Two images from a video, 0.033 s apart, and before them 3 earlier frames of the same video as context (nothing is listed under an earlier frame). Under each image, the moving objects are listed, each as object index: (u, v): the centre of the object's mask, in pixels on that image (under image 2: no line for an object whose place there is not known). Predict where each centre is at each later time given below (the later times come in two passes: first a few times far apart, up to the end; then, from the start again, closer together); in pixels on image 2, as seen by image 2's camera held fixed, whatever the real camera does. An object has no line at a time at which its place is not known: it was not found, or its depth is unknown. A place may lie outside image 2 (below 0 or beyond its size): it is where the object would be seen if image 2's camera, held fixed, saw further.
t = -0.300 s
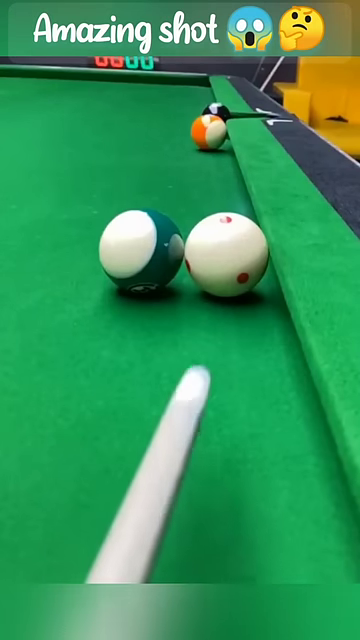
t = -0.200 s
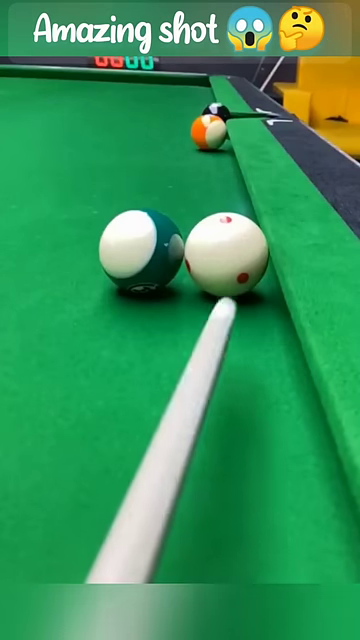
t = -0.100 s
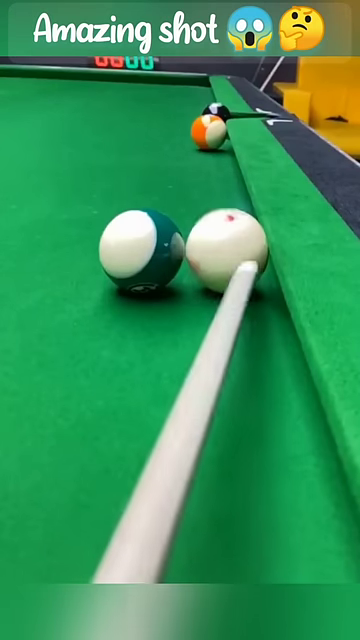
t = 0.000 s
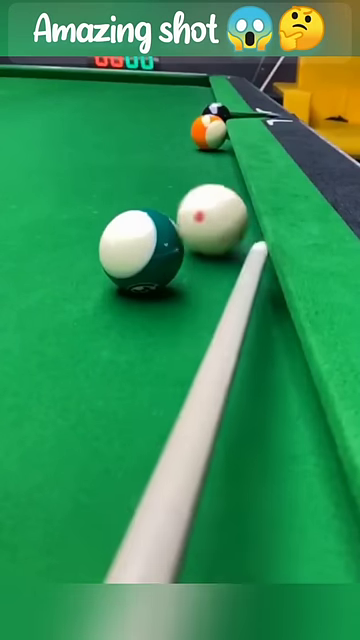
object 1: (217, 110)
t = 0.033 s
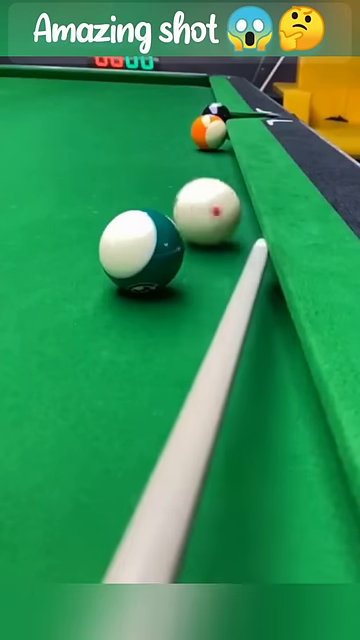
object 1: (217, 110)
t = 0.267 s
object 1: (217, 110)
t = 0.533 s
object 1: (217, 110)
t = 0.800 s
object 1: (217, 110)
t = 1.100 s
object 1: (217, 110)
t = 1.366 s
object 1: (217, 110)
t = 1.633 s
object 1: (217, 110)
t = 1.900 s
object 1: (217, 110)
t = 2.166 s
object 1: (217, 110)
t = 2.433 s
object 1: (217, 110)
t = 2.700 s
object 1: (217, 110)
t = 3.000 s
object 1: (217, 110)
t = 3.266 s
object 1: (217, 110)
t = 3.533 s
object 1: (217, 110)
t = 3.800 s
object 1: (217, 110)
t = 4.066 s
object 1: (217, 110)
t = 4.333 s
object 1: (217, 110)
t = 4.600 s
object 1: (217, 110)
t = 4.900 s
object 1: (217, 110)
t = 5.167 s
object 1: (217, 110)
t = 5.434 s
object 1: (217, 110)
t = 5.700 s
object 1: (217, 110)
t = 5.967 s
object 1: (217, 110)
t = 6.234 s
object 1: (217, 110)
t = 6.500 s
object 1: (217, 110)
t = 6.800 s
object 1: (217, 110)
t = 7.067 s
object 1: (217, 110)
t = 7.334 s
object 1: (217, 110)
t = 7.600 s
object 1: (217, 110)
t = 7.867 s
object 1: (217, 110)
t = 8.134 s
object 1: (217, 110)
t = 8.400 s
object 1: (226, 111)
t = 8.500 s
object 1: (230, 112)
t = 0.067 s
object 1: (217, 110)
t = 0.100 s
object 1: (217, 110)
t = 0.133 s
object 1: (217, 110)
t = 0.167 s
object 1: (217, 110)
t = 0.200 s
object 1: (217, 110)
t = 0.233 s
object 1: (217, 110)
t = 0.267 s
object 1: (217, 110)
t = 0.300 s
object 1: (217, 110)
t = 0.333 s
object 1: (217, 110)
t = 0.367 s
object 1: (217, 110)
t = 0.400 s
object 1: (217, 110)
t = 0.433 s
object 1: (217, 110)
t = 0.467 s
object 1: (217, 110)
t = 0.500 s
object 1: (217, 110)
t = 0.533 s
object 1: (217, 110)
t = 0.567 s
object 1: (217, 110)
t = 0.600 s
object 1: (217, 110)
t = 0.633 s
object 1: (217, 110)
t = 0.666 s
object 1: (217, 110)
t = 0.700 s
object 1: (217, 110)
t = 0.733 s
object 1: (217, 110)
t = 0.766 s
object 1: (217, 110)
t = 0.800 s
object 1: (217, 110)
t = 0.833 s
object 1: (217, 110)
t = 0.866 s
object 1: (217, 110)
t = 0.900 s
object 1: (217, 110)
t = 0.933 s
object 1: (217, 110)
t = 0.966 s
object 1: (217, 110)
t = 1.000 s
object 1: (217, 110)
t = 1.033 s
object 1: (217, 110)
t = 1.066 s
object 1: (217, 110)
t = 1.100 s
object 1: (217, 110)
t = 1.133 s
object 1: (217, 110)
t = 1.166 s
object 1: (217, 110)
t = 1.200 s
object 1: (217, 110)
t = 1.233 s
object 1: (217, 110)
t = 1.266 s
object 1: (217, 110)
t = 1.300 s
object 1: (217, 110)
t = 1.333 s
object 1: (217, 110)
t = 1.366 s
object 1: (217, 110)
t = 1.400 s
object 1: (217, 110)
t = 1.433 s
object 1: (217, 110)
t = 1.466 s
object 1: (217, 110)
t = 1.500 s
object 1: (217, 110)
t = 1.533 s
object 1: (217, 110)
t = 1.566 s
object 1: (217, 110)
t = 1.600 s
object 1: (217, 110)
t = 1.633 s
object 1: (217, 110)
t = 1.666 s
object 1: (217, 110)
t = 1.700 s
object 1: (217, 110)
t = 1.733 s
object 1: (217, 110)
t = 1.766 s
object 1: (217, 110)
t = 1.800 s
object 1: (217, 110)
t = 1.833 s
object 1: (217, 110)
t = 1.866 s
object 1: (217, 110)
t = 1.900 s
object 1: (217, 110)
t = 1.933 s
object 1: (217, 110)
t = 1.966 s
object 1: (217, 110)
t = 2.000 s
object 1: (217, 110)
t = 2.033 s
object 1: (217, 110)
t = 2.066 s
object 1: (217, 110)
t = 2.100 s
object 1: (217, 110)
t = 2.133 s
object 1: (217, 110)
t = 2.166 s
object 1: (217, 110)
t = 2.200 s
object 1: (217, 110)
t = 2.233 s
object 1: (217, 110)
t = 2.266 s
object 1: (217, 110)
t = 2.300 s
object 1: (217, 110)
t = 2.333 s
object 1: (217, 110)
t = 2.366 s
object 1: (217, 110)
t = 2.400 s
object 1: (217, 110)
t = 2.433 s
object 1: (217, 110)
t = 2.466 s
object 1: (217, 110)
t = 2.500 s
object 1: (217, 110)
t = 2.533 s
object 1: (217, 110)
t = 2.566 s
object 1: (217, 110)
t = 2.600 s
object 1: (217, 110)
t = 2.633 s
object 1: (217, 110)
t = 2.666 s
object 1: (217, 110)
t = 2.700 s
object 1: (217, 110)
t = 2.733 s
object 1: (217, 110)
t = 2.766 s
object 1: (217, 110)
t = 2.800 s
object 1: (217, 110)
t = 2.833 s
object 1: (217, 110)
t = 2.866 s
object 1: (217, 110)
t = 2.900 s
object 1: (217, 110)
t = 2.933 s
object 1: (217, 110)
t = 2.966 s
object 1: (217, 110)
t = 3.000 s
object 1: (217, 110)
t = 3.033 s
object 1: (217, 110)
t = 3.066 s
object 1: (217, 110)
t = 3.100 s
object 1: (217, 110)
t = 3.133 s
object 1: (217, 110)
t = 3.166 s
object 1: (217, 110)
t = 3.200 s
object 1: (217, 110)
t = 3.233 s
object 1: (217, 110)
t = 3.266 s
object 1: (217, 110)
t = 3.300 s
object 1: (217, 110)
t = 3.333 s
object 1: (217, 110)
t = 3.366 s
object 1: (217, 110)
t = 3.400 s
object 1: (217, 110)
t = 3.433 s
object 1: (217, 110)
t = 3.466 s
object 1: (217, 110)
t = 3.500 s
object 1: (217, 110)
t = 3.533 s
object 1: (217, 110)
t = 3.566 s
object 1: (217, 110)
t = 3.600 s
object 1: (217, 110)
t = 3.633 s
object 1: (217, 110)
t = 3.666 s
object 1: (217, 110)
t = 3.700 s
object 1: (217, 110)
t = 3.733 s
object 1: (217, 110)
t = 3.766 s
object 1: (217, 110)
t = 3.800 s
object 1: (217, 110)
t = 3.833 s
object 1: (217, 110)
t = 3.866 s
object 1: (217, 110)
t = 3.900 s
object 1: (217, 110)
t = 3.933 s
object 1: (217, 110)
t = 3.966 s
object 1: (217, 110)
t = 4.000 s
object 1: (217, 110)
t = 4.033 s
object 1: (217, 110)
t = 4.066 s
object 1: (217, 110)
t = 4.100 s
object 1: (217, 110)
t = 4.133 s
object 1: (217, 110)
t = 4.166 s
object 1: (217, 110)
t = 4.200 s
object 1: (217, 110)
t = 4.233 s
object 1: (217, 110)
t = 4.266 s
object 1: (217, 110)
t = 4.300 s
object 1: (217, 110)
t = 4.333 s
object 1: (217, 110)
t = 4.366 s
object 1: (217, 110)
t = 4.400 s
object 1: (217, 110)
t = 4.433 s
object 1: (217, 110)
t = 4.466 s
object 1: (217, 110)
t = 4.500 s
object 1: (217, 110)
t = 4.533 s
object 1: (217, 110)
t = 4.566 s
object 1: (217, 110)
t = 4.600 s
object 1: (217, 110)
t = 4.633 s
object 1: (217, 110)
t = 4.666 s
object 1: (217, 110)
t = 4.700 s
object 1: (217, 110)
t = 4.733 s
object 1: (217, 110)
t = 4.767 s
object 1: (217, 110)
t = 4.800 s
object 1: (217, 110)
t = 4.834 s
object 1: (217, 110)
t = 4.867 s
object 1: (217, 110)
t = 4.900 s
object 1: (217, 110)
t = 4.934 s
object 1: (217, 110)
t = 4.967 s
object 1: (217, 110)
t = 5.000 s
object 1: (217, 110)
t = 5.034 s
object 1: (217, 110)
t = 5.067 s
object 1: (217, 110)
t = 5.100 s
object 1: (217, 110)
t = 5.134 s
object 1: (217, 110)
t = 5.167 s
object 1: (217, 110)
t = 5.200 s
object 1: (217, 110)
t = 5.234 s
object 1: (217, 110)
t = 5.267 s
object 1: (217, 110)
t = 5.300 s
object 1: (217, 110)
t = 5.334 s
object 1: (217, 110)
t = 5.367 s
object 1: (217, 110)
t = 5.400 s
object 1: (217, 110)
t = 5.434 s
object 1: (217, 110)
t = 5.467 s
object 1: (217, 110)
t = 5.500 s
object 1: (217, 110)
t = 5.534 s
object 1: (217, 110)
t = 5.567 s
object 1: (217, 110)
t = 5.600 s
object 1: (217, 110)
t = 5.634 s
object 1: (217, 110)
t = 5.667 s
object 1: (217, 110)
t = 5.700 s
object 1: (217, 110)
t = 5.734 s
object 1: (217, 110)
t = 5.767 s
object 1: (217, 110)
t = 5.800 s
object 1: (217, 110)
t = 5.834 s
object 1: (217, 110)
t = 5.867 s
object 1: (217, 110)
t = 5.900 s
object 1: (217, 110)
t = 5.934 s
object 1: (217, 110)
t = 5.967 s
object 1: (217, 110)
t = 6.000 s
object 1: (217, 110)
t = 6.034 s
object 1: (217, 110)
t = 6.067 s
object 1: (217, 110)
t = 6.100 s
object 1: (217, 110)
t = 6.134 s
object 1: (217, 110)
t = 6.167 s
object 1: (217, 110)
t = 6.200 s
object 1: (217, 110)
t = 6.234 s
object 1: (217, 110)
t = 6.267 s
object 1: (217, 110)
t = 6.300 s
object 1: (217, 110)
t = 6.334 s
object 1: (217, 110)
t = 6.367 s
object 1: (217, 110)
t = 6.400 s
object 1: (217, 110)
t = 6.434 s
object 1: (217, 110)
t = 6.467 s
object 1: (217, 110)
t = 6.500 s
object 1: (217, 110)
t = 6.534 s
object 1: (217, 110)
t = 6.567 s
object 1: (217, 110)
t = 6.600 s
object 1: (217, 110)
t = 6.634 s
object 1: (217, 110)
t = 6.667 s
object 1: (217, 110)
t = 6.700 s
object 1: (217, 110)
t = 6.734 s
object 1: (217, 110)
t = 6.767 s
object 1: (217, 110)
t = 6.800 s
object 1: (217, 110)
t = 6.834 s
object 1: (217, 110)
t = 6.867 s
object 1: (217, 110)
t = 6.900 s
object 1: (217, 110)
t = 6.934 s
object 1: (217, 110)
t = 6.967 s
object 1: (217, 110)
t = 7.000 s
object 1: (217, 110)
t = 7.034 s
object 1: (217, 110)
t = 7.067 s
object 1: (217, 110)
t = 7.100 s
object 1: (217, 110)
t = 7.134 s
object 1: (217, 110)
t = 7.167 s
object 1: (217, 110)
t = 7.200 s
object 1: (217, 110)
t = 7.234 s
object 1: (217, 110)
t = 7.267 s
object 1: (217, 110)
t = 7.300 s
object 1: (217, 110)
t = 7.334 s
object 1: (217, 110)
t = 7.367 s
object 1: (217, 110)
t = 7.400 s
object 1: (217, 110)
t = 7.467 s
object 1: (217, 110)
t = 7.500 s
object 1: (217, 110)
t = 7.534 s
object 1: (217, 110)
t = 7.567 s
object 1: (217, 110)
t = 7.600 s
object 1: (217, 110)
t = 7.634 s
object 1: (217, 110)
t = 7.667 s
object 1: (217, 110)
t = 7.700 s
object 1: (217, 110)
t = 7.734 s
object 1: (217, 110)
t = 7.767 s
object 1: (217, 110)
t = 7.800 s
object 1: (217, 110)
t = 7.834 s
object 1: (217, 110)
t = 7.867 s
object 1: (217, 110)
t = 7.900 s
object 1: (217, 110)
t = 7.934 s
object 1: (217, 110)
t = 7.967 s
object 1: (217, 110)
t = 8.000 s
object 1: (217, 110)
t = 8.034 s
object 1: (217, 110)
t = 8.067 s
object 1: (217, 110)
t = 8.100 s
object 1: (217, 110)
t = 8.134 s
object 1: (217, 110)
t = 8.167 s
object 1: (217, 110)
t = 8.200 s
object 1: (217, 110)
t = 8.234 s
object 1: (218, 110)
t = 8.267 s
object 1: (219, 110)
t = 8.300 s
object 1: (221, 110)
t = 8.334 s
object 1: (223, 111)
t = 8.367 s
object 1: (224, 111)
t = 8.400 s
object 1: (226, 111)
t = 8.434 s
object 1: (228, 111)
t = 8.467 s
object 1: (229, 112)
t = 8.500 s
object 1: (230, 112)
